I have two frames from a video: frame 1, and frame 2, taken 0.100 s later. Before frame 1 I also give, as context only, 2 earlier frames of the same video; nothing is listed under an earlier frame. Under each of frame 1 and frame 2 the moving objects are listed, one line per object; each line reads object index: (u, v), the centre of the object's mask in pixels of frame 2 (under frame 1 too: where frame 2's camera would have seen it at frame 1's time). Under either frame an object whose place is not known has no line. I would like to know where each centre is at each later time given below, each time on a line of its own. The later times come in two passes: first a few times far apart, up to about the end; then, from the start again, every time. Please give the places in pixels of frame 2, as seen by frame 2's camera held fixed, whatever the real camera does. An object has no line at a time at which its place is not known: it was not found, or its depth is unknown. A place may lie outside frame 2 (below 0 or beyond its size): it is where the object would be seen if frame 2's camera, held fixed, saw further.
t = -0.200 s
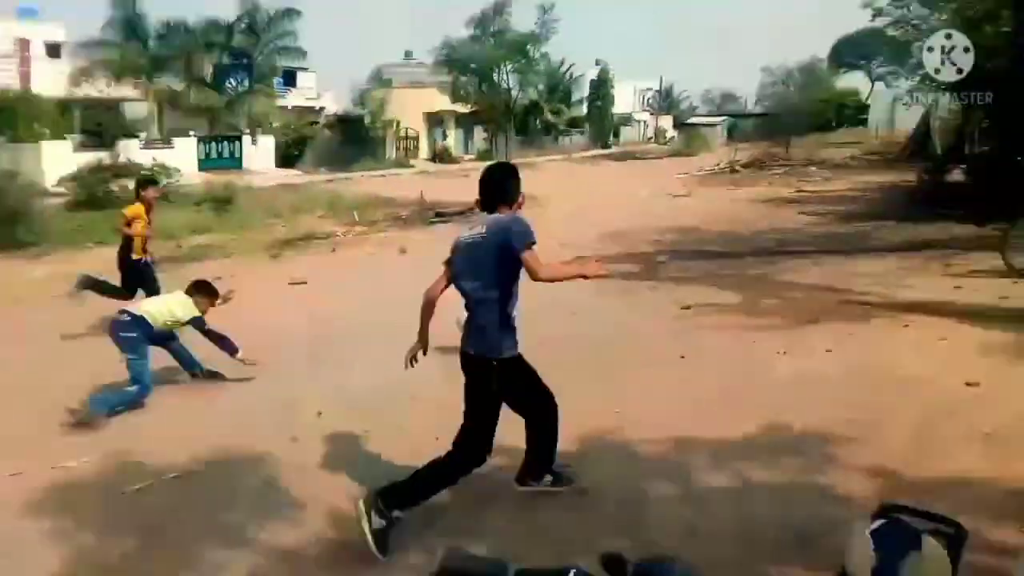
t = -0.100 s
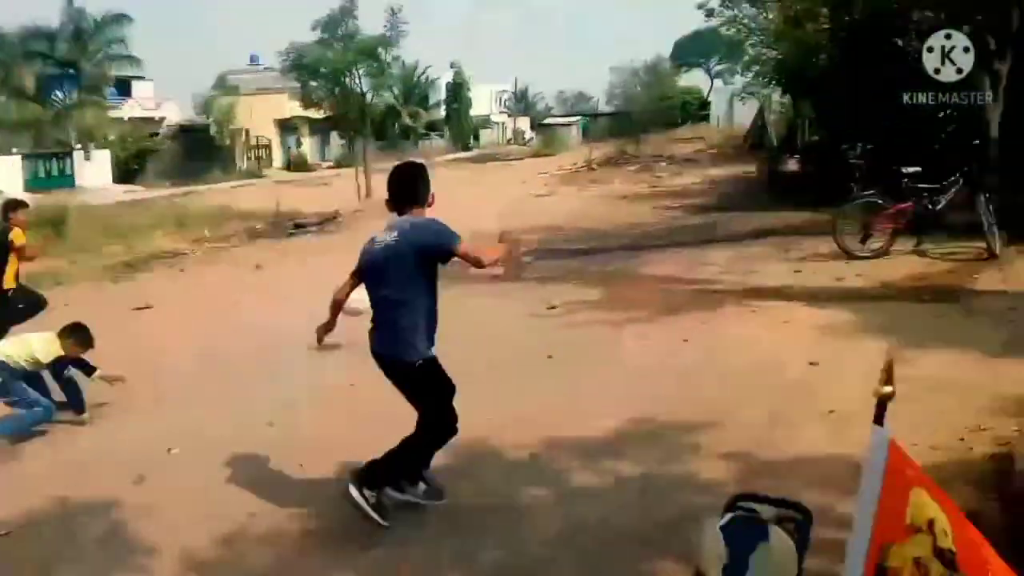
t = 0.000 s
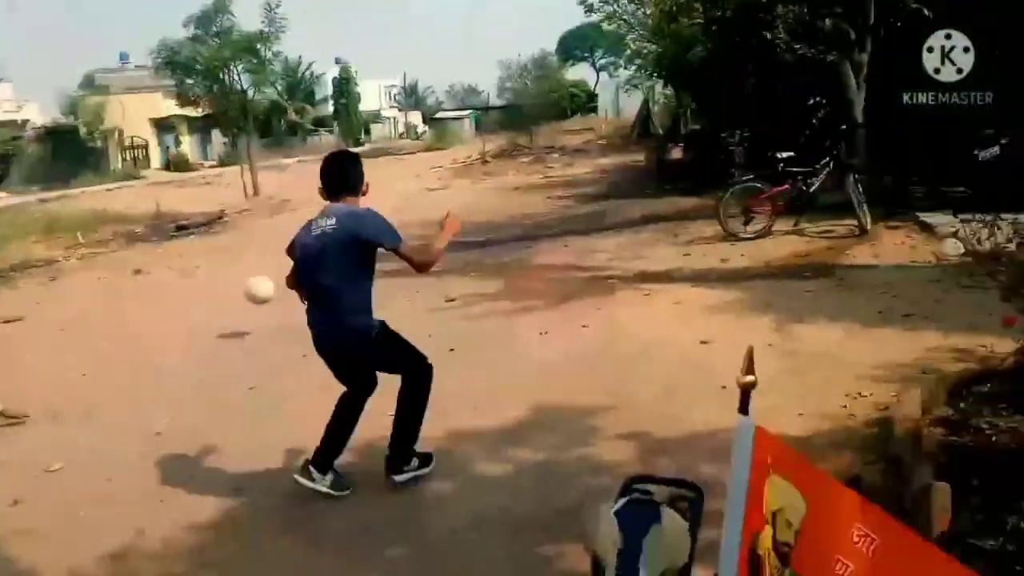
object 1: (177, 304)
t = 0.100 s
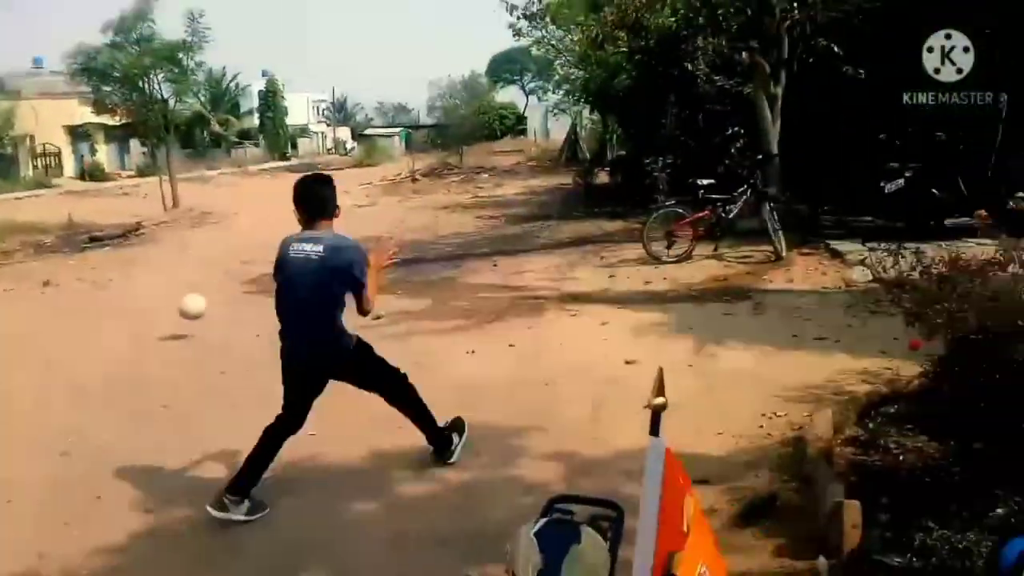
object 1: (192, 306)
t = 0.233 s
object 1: (212, 297)
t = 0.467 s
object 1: (232, 282)
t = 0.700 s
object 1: (246, 259)
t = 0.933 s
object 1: (255, 249)
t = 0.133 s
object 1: (197, 310)
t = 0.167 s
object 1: (207, 313)
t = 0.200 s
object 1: (209, 304)
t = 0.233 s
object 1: (212, 297)
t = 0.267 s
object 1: (215, 290)
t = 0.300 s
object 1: (218, 286)
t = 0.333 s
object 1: (222, 282)
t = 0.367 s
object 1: (224, 280)
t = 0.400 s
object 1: (226, 280)
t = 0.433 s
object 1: (229, 280)
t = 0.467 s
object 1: (232, 282)
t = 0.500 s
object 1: (235, 284)
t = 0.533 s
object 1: (237, 278)
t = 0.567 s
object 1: (239, 272)
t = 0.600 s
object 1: (241, 267)
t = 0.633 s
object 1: (242, 263)
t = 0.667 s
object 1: (245, 261)
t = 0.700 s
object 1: (246, 259)
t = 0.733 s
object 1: (248, 259)
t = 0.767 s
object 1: (249, 259)
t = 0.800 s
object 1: (251, 261)
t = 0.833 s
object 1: (252, 261)
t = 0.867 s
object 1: (253, 256)
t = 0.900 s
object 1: (254, 252)
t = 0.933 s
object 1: (255, 249)
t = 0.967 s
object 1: (255, 247)
